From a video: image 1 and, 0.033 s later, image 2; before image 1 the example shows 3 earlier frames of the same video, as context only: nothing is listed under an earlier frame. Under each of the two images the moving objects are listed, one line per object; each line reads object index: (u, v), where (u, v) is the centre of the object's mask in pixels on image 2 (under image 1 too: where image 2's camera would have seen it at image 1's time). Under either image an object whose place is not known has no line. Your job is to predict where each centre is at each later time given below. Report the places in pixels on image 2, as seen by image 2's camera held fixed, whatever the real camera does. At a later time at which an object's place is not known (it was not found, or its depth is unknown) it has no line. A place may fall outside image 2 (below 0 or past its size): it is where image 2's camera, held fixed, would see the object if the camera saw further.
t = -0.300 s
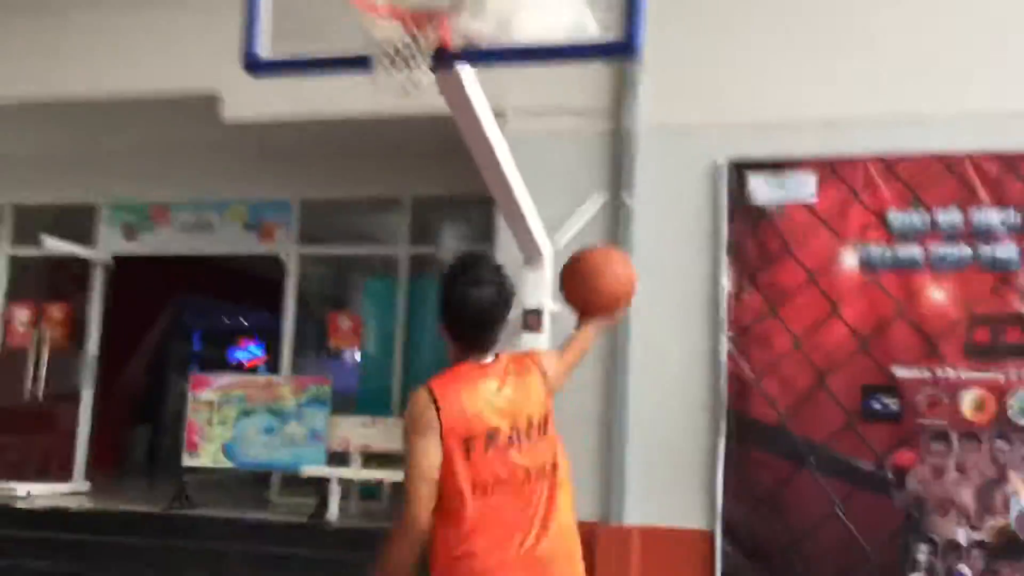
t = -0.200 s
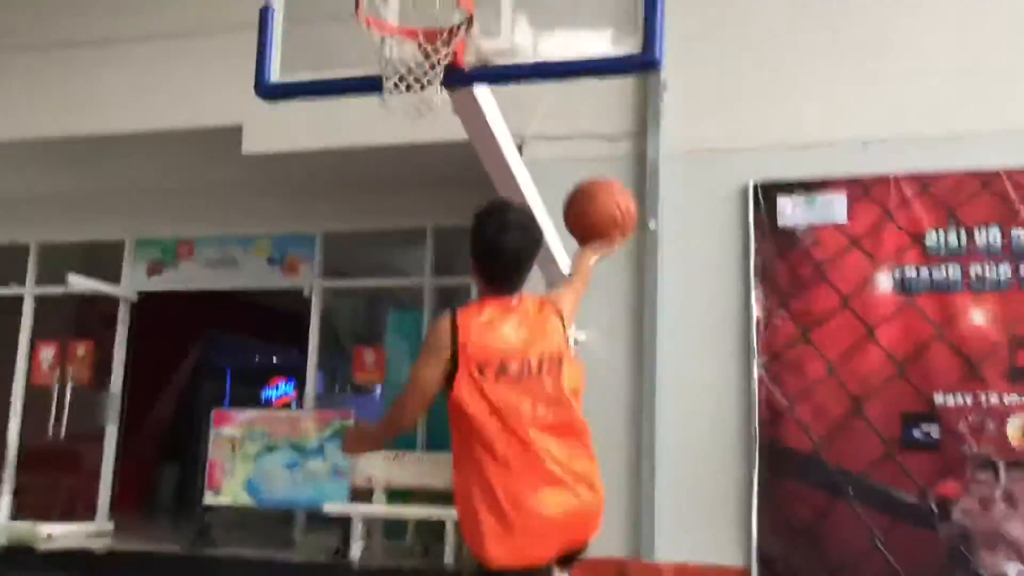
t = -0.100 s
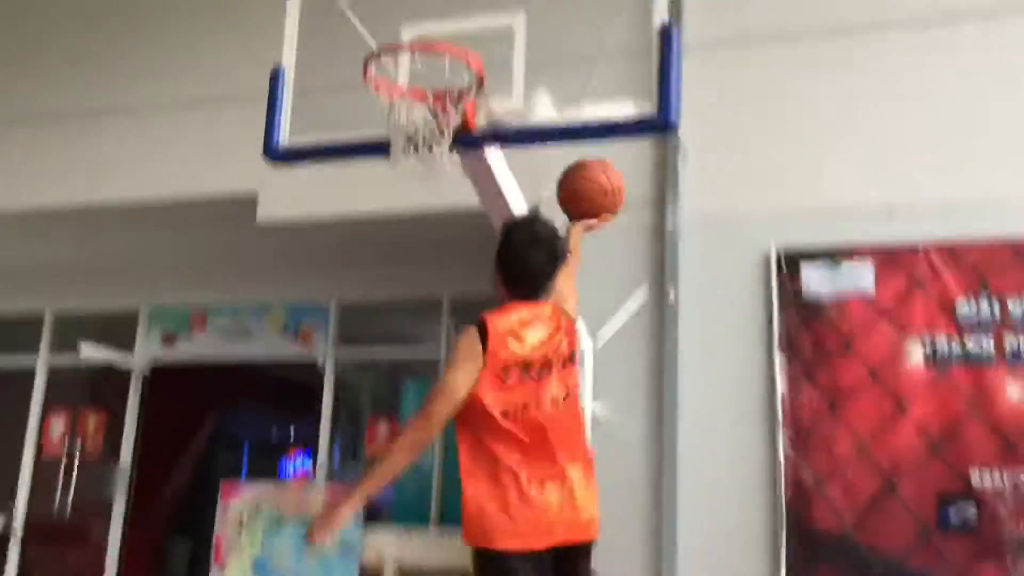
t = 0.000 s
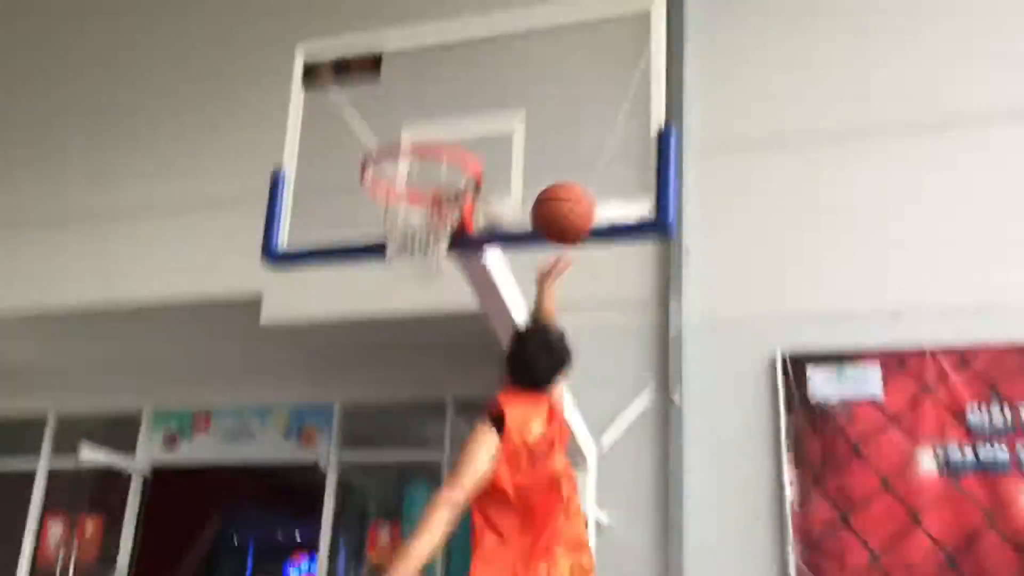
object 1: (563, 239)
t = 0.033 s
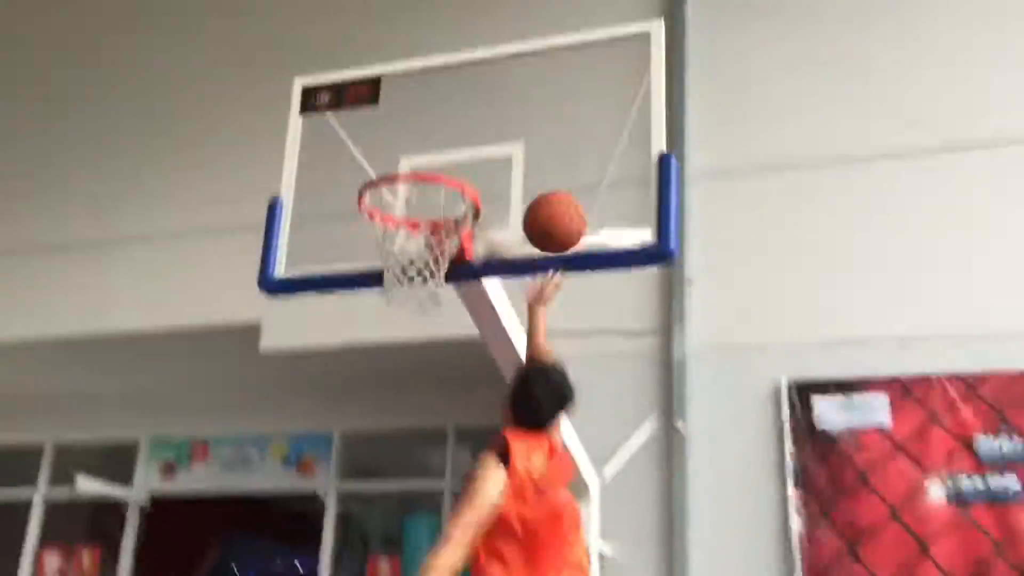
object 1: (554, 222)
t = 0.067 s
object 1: (548, 205)
